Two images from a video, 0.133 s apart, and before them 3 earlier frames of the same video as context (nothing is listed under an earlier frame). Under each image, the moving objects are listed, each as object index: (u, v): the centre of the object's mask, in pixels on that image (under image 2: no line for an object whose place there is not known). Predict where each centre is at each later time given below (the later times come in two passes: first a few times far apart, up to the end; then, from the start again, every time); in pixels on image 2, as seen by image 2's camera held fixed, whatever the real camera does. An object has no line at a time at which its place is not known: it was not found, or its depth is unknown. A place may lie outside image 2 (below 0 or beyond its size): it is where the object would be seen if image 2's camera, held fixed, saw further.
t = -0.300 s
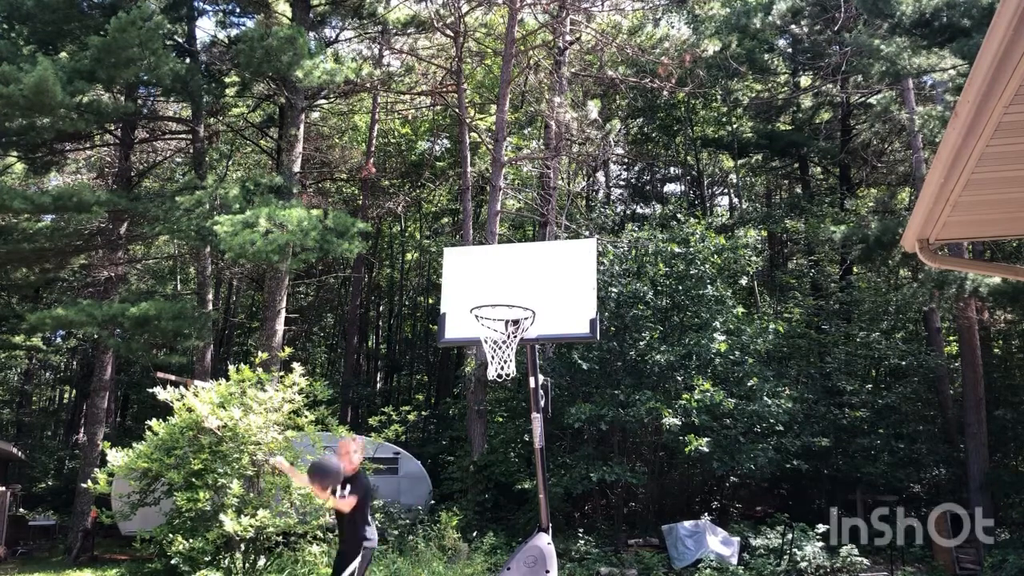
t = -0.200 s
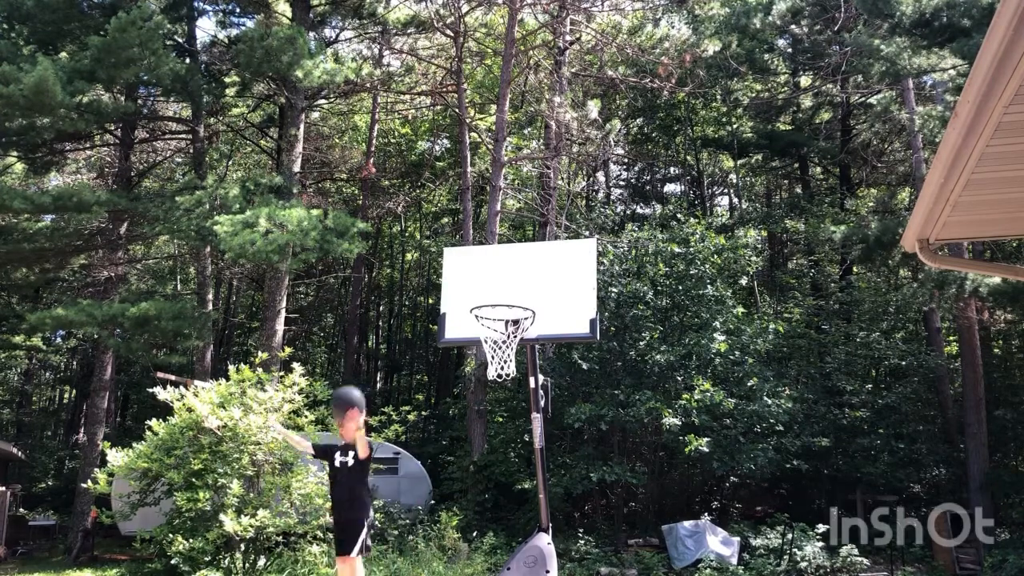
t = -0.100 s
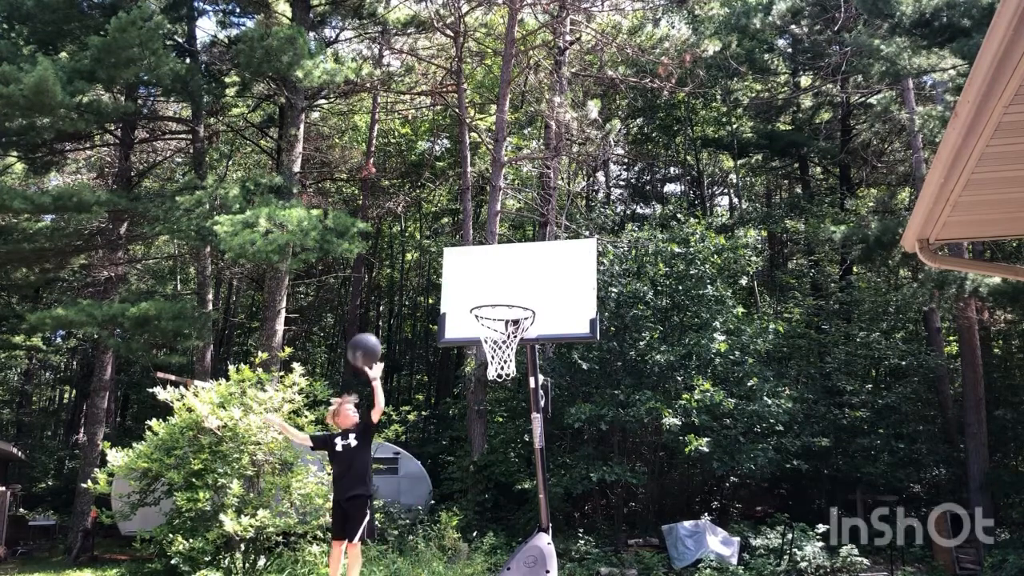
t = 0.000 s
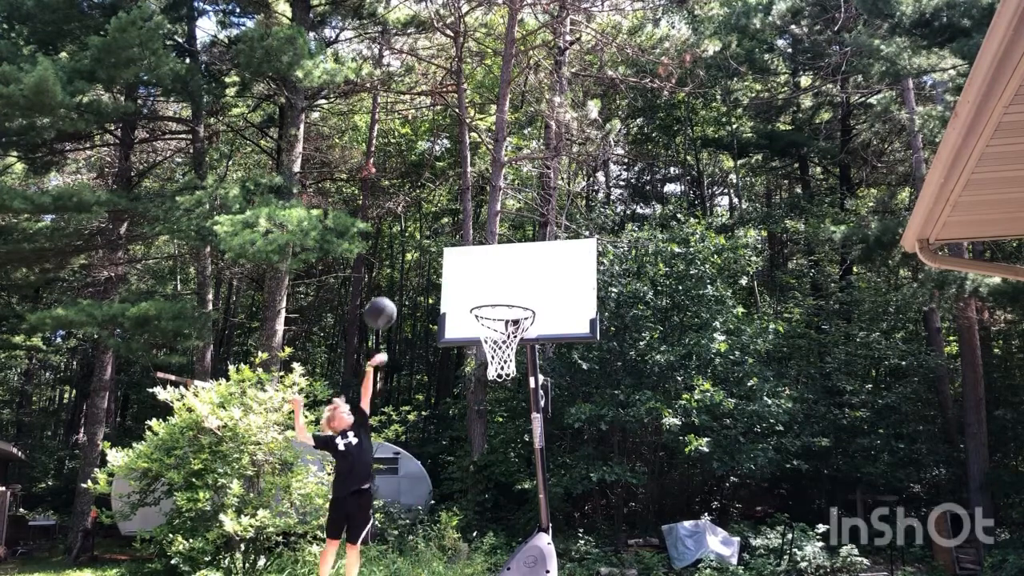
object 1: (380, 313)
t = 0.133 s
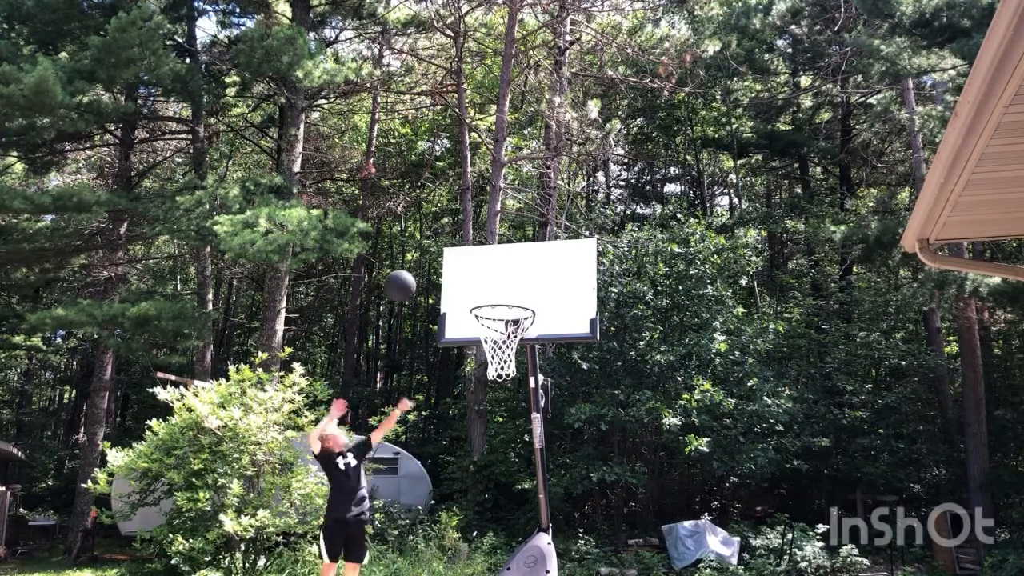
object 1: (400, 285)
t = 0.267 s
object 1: (418, 281)
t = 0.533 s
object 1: (437, 316)
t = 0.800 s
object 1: (443, 425)
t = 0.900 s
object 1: (446, 497)
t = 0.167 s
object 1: (404, 282)
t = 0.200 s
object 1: (408, 281)
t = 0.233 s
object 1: (413, 281)
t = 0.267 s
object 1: (418, 281)
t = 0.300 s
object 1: (421, 283)
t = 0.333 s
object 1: (426, 287)
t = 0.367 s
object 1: (430, 292)
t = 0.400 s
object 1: (434, 298)
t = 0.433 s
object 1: (435, 301)
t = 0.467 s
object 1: (436, 304)
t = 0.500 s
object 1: (436, 309)
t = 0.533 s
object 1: (437, 316)
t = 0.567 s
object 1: (437, 323)
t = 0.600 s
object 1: (438, 333)
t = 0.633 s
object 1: (439, 344)
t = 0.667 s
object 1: (440, 357)
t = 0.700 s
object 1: (442, 371)
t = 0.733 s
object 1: (442, 387)
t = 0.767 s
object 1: (443, 405)
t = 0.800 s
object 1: (443, 425)
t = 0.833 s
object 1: (444, 447)
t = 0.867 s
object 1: (445, 472)
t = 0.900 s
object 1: (446, 497)
